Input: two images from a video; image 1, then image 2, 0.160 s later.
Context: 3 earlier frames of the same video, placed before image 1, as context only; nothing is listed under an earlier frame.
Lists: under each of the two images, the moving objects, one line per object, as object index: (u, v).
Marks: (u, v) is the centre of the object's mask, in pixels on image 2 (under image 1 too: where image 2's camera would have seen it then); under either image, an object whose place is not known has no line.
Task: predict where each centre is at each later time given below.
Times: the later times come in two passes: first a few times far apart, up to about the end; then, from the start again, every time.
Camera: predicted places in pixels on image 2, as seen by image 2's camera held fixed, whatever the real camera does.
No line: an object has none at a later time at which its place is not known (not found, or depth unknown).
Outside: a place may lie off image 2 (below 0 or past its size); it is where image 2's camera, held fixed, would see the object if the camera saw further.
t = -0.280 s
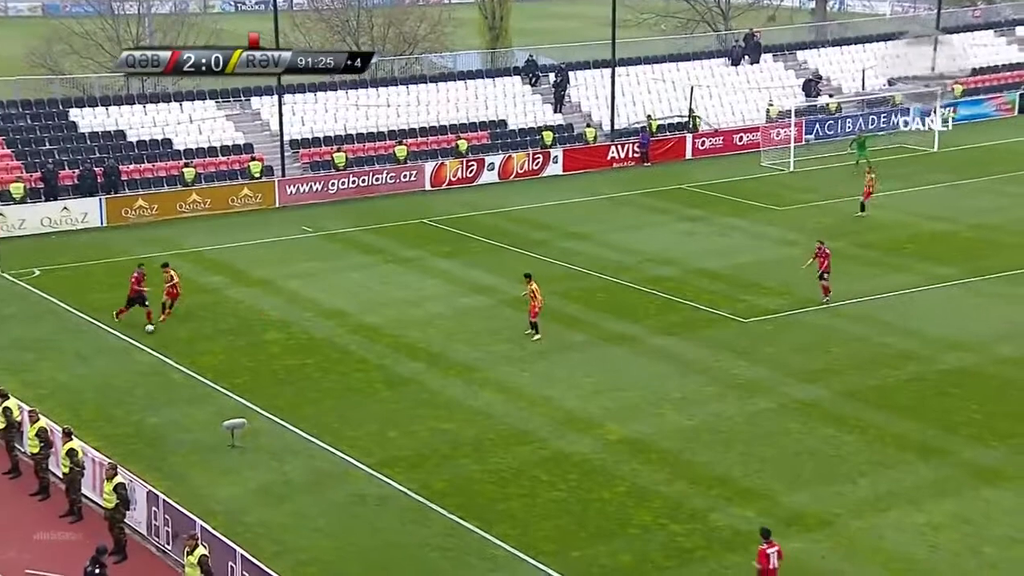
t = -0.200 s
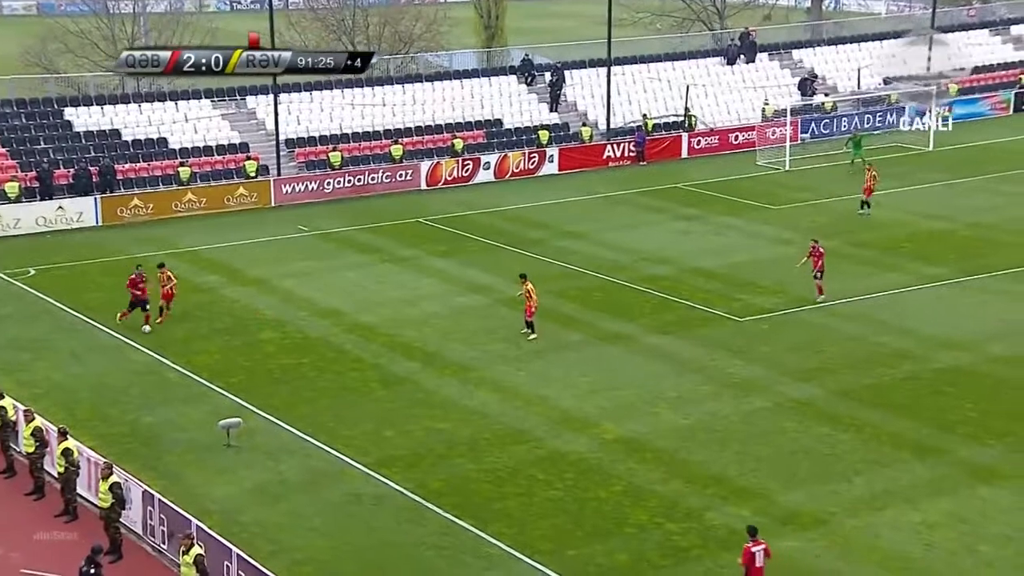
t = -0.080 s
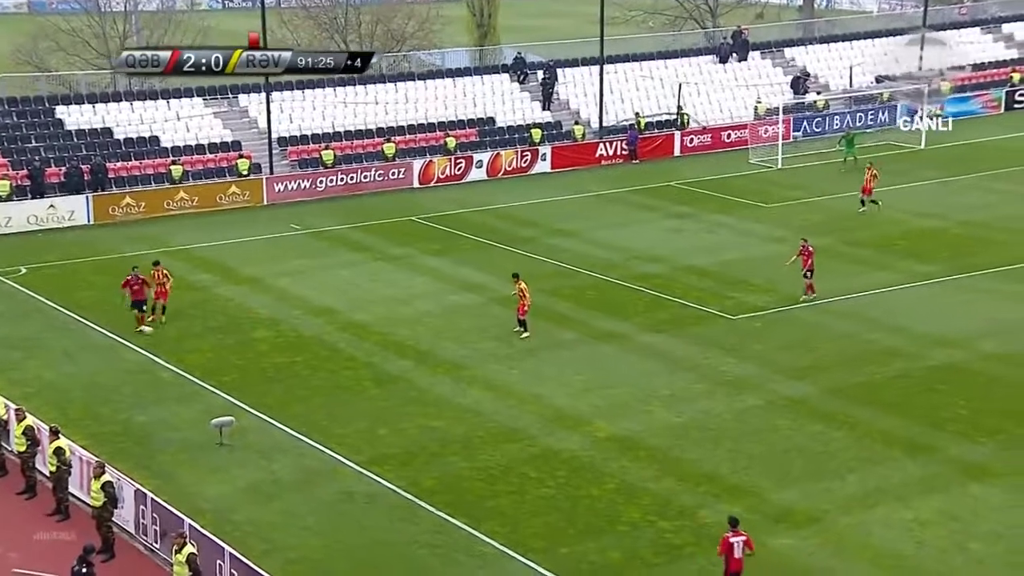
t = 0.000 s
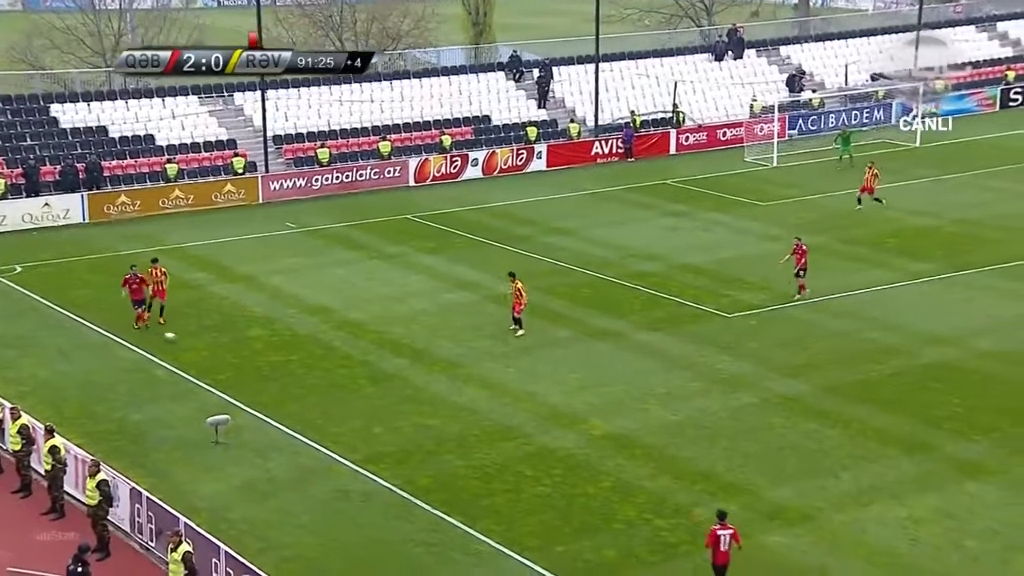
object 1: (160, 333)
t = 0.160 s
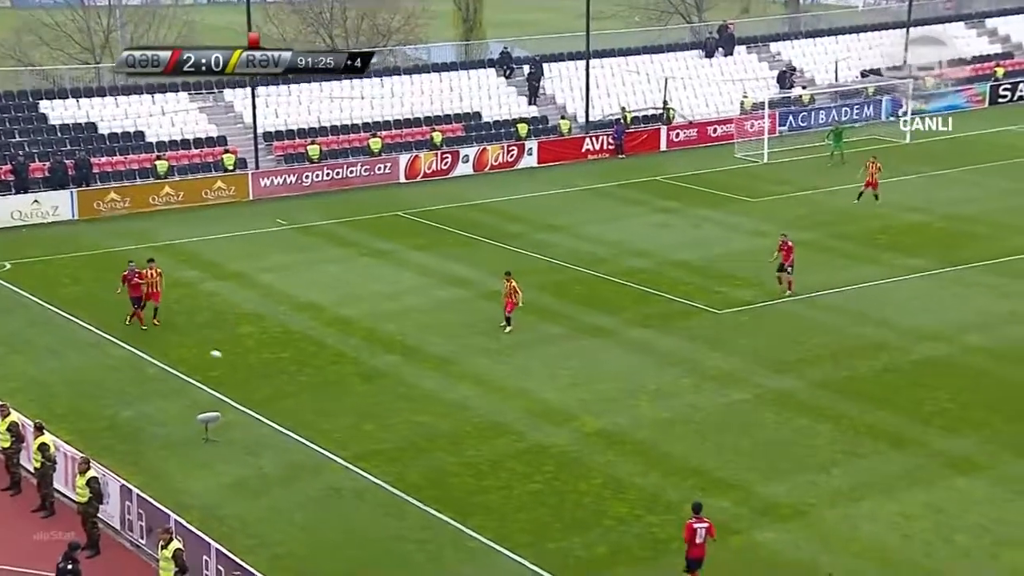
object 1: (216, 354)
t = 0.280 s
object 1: (256, 366)
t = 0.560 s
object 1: (350, 399)
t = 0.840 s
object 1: (441, 434)
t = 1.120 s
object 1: (527, 464)
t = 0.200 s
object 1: (229, 358)
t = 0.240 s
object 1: (243, 362)
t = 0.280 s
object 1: (256, 366)
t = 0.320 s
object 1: (269, 371)
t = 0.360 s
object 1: (283, 377)
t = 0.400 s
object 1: (297, 383)
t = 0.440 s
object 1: (310, 387)
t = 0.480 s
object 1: (323, 391)
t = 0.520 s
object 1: (336, 395)
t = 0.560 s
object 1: (350, 399)
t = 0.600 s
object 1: (363, 405)
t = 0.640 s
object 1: (376, 410)
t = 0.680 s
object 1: (389, 414)
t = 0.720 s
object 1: (402, 418)
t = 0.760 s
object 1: (415, 422)
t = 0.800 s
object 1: (428, 428)
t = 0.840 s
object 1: (441, 434)
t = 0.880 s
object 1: (454, 439)
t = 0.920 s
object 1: (466, 442)
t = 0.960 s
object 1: (478, 446)
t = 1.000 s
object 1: (491, 451)
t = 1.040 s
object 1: (504, 457)
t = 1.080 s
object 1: (516, 461)
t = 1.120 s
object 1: (527, 464)
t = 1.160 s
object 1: (538, 467)
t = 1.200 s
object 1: (550, 473)
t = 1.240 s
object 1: (562, 479)
